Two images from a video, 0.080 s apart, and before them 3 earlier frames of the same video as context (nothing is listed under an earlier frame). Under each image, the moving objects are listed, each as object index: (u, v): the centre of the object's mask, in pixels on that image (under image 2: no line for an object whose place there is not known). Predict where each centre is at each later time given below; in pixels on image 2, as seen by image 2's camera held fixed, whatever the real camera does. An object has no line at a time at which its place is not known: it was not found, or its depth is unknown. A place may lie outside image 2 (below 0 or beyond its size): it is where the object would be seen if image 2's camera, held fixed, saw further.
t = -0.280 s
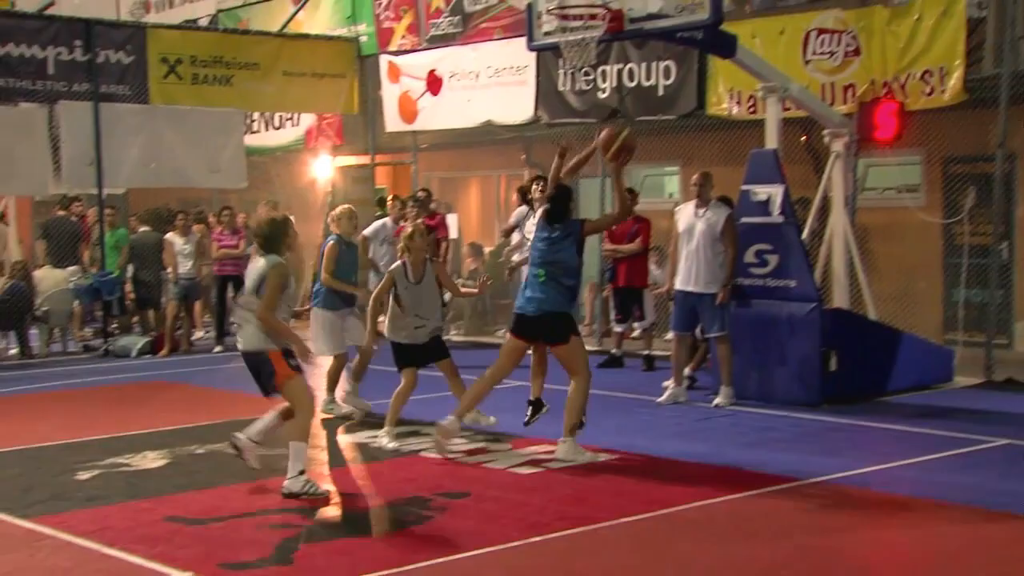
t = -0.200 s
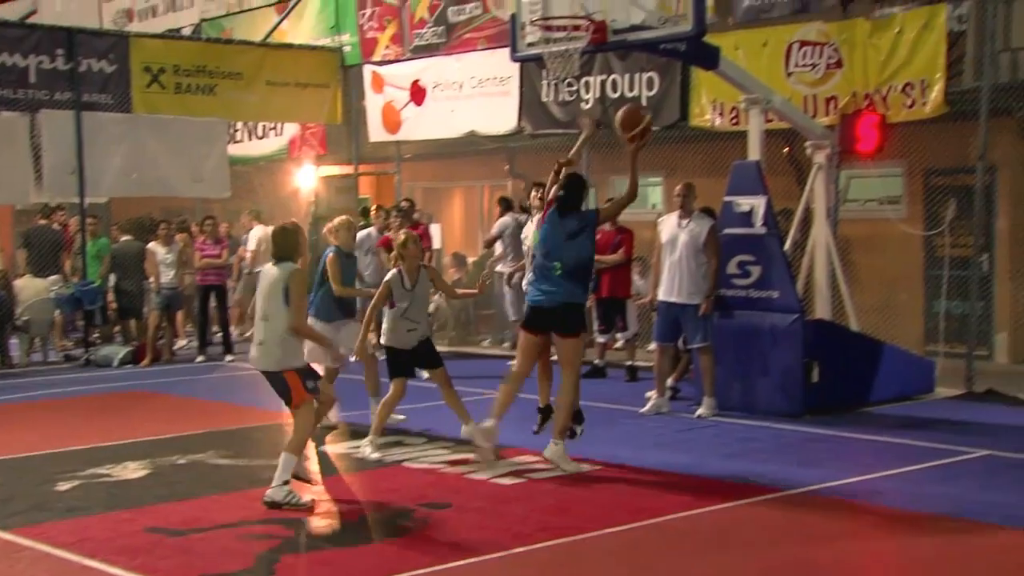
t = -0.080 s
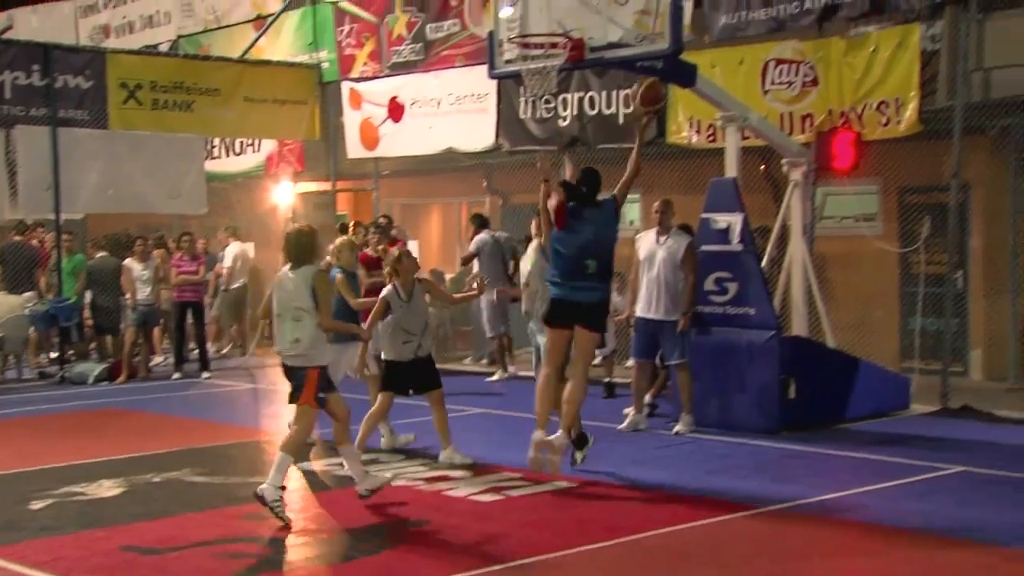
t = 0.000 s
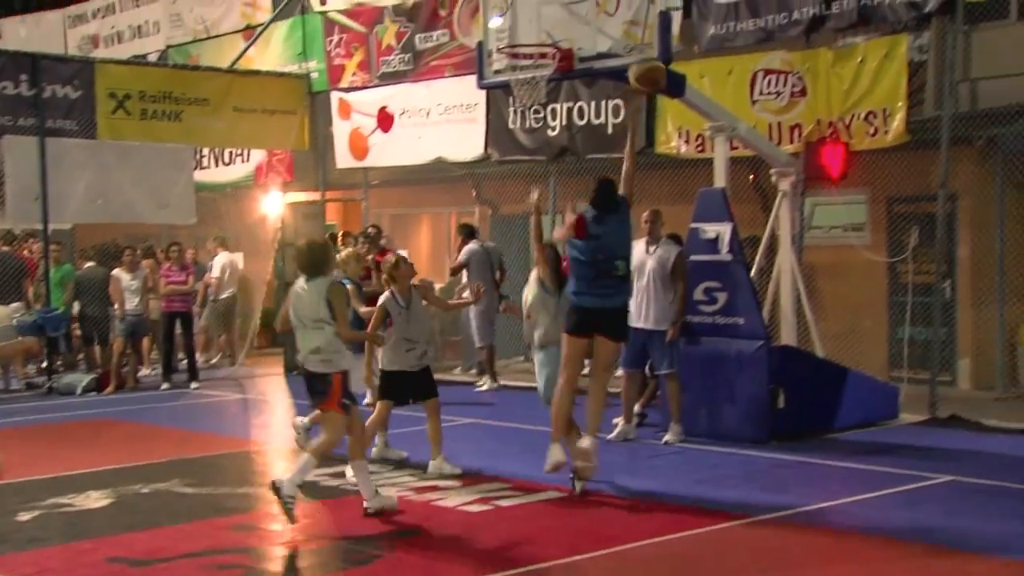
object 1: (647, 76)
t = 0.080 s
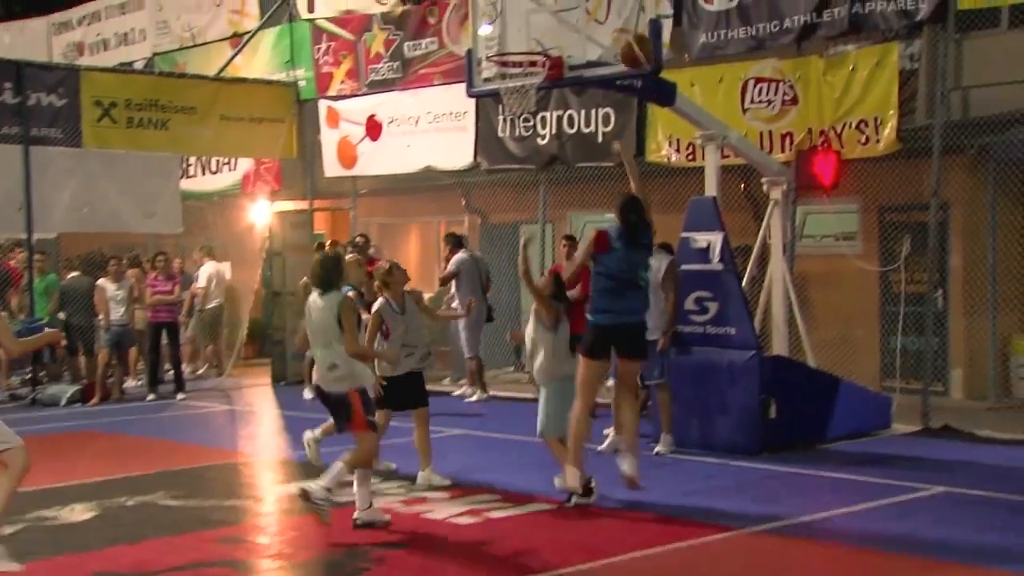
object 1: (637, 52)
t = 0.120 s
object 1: (635, 40)
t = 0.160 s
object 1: (632, 31)
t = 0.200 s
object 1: (633, 24)
